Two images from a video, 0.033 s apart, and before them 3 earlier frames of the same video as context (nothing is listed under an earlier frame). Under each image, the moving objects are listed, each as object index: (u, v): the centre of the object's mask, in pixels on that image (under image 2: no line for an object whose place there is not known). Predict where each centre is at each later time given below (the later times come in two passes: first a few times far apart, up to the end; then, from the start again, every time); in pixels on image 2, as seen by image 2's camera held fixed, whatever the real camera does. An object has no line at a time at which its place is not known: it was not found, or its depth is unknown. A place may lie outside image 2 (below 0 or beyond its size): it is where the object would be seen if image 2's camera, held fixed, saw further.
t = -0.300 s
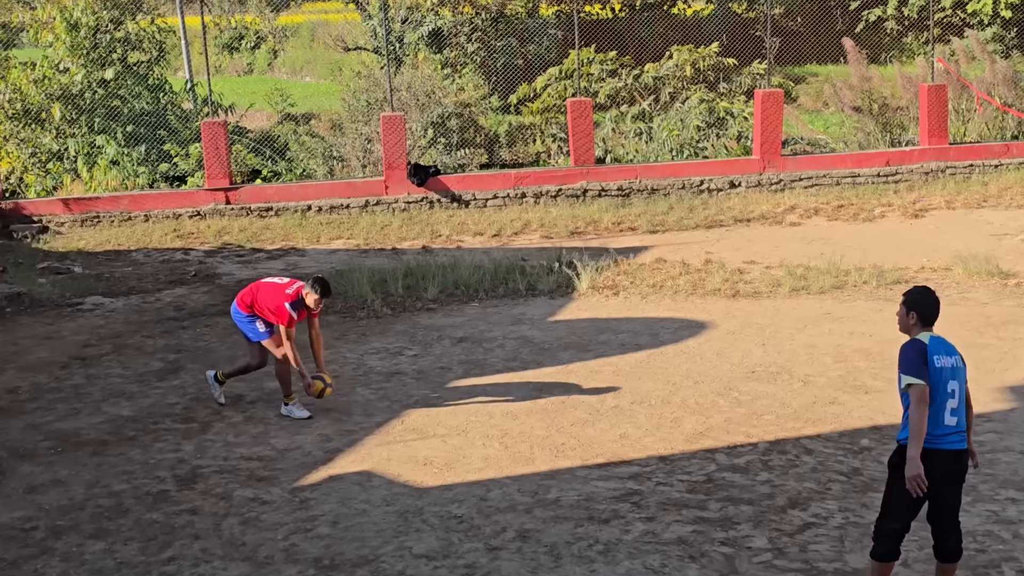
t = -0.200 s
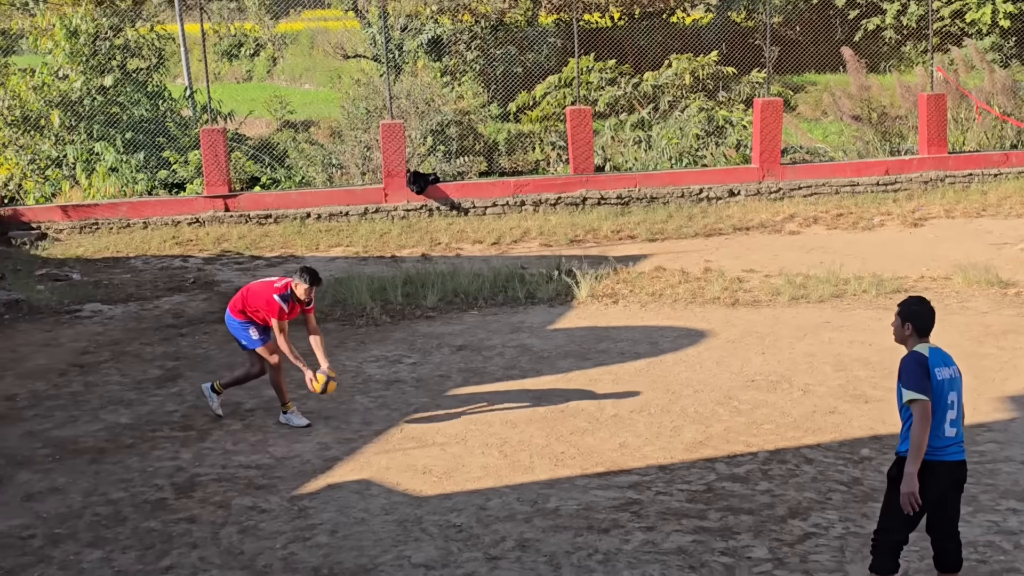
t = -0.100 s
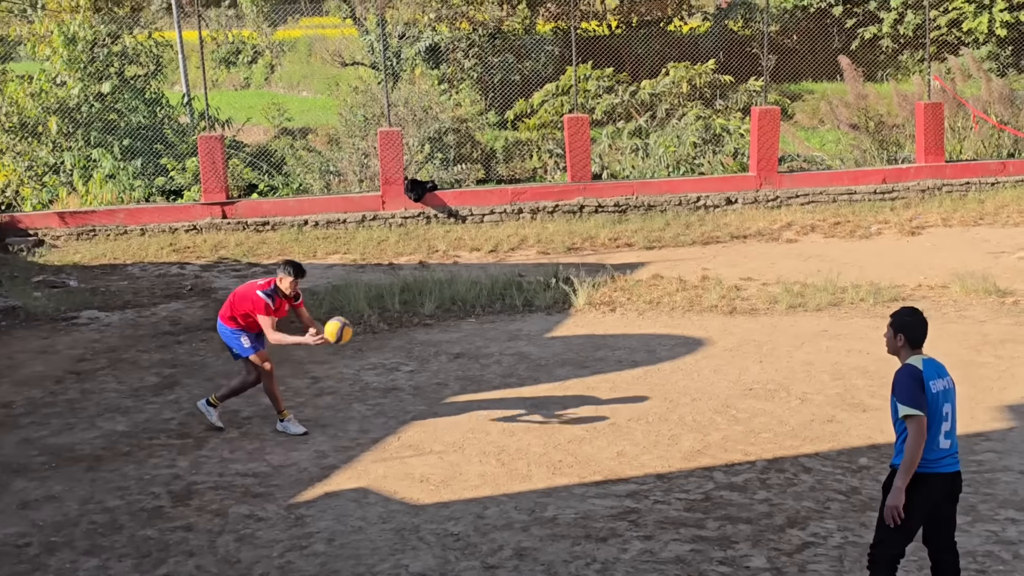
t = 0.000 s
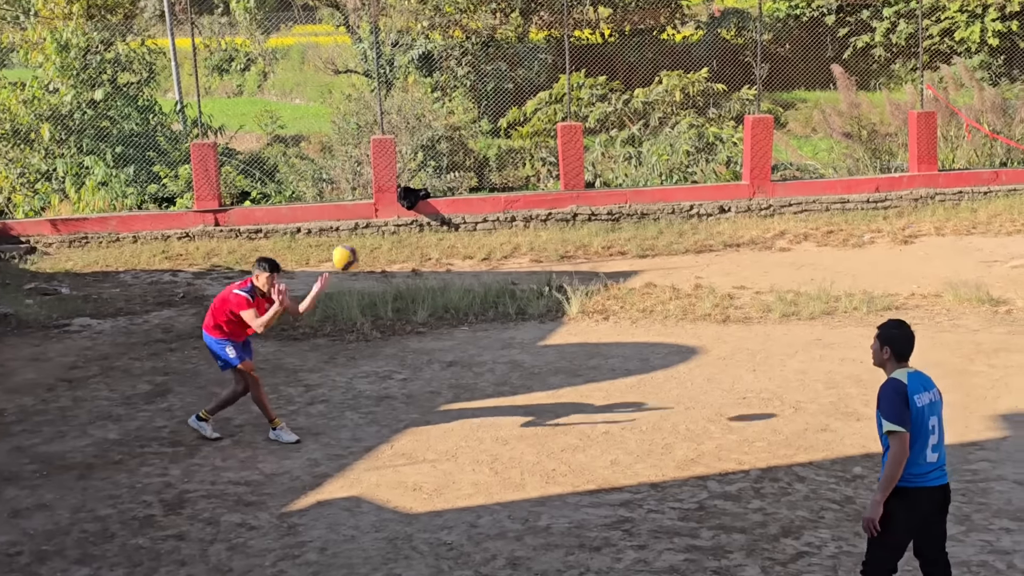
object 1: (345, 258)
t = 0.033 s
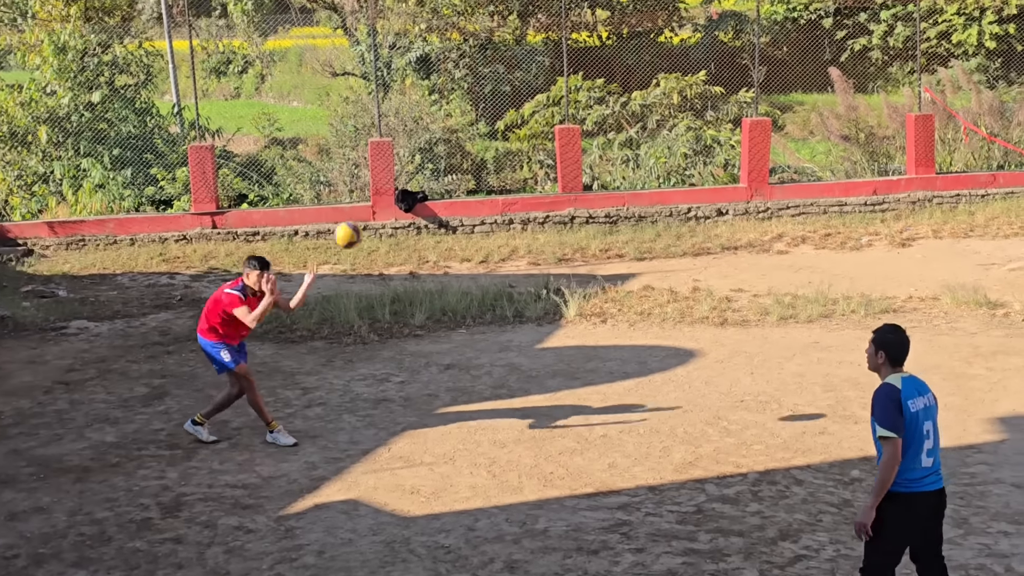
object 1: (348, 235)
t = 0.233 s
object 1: (384, 109)
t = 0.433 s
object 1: (428, 29)
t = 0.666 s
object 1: (485, 8)
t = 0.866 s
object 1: (540, 61)
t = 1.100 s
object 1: (605, 209)
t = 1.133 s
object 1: (614, 238)
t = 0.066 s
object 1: (353, 211)
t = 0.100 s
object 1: (359, 188)
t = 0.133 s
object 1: (364, 166)
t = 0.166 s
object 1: (371, 146)
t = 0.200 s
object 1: (377, 127)
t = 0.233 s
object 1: (384, 109)
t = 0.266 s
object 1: (390, 92)
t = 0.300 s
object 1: (398, 77)
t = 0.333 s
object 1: (406, 63)
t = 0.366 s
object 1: (413, 49)
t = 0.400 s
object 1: (420, 39)
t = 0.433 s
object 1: (428, 29)
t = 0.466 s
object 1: (435, 21)
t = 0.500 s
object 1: (443, 15)
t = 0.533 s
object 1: (451, 10)
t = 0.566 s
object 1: (459, 7)
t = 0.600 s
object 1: (467, 5)
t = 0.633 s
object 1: (476, 6)
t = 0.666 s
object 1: (485, 8)
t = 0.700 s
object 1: (493, 12)
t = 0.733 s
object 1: (503, 19)
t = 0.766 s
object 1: (512, 26)
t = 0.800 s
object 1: (521, 35)
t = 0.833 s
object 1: (530, 47)
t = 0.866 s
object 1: (540, 61)
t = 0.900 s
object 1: (549, 76)
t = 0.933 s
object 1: (558, 93)
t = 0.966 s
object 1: (568, 113)
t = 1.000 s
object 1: (577, 134)
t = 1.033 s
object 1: (586, 157)
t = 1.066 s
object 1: (596, 182)
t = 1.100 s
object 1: (605, 209)
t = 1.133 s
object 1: (614, 238)
